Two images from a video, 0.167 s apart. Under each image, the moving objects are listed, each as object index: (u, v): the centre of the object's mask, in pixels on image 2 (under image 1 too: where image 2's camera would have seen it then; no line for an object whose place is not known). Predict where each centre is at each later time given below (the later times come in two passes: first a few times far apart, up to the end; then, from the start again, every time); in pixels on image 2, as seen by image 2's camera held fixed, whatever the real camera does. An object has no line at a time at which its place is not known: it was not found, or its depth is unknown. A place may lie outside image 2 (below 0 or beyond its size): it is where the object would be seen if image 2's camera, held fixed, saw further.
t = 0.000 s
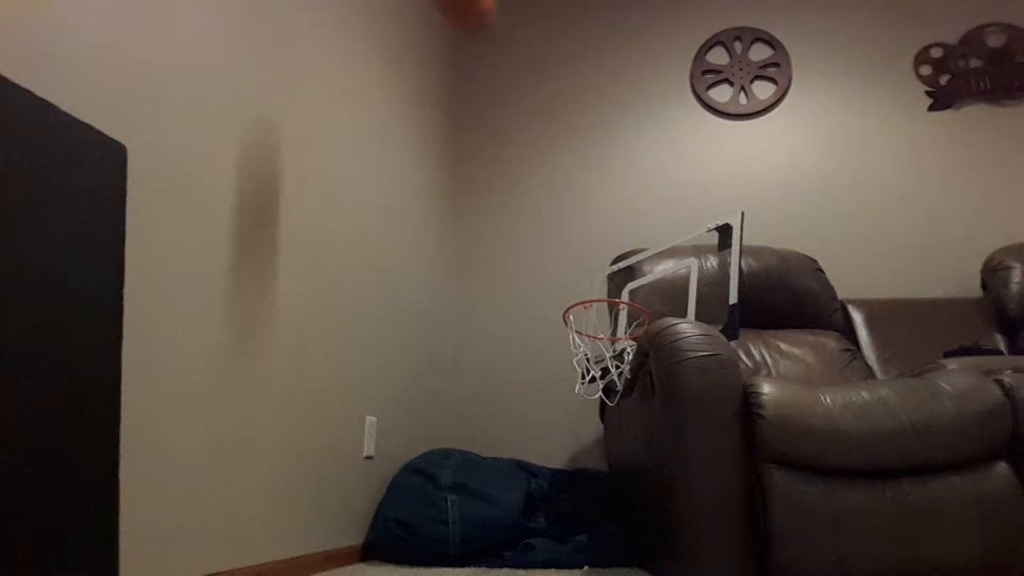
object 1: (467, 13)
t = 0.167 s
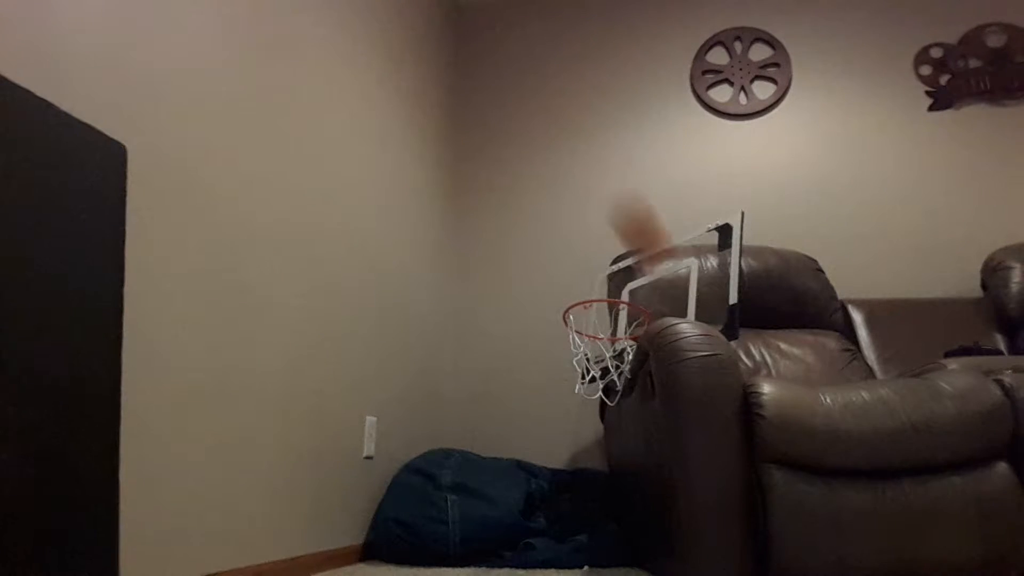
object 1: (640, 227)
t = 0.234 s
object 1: (705, 305)
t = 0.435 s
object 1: (757, 248)
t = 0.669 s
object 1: (850, 369)
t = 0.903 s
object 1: (965, 342)
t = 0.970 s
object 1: (1003, 390)
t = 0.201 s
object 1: (680, 299)
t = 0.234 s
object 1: (705, 305)
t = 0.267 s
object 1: (712, 289)
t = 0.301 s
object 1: (718, 273)
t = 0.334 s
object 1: (727, 262)
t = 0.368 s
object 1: (736, 253)
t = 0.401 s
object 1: (746, 248)
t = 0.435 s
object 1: (757, 248)
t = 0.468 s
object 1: (769, 252)
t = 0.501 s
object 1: (778, 259)
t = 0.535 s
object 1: (790, 271)
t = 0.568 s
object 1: (805, 292)
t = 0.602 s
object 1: (819, 310)
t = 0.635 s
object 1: (831, 335)
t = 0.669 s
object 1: (850, 369)
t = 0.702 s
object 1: (863, 356)
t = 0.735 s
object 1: (877, 340)
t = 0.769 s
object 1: (893, 331)
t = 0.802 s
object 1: (906, 328)
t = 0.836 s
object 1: (925, 328)
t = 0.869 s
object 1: (943, 331)
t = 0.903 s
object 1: (965, 342)
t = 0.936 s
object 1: (988, 360)
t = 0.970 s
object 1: (1003, 390)
